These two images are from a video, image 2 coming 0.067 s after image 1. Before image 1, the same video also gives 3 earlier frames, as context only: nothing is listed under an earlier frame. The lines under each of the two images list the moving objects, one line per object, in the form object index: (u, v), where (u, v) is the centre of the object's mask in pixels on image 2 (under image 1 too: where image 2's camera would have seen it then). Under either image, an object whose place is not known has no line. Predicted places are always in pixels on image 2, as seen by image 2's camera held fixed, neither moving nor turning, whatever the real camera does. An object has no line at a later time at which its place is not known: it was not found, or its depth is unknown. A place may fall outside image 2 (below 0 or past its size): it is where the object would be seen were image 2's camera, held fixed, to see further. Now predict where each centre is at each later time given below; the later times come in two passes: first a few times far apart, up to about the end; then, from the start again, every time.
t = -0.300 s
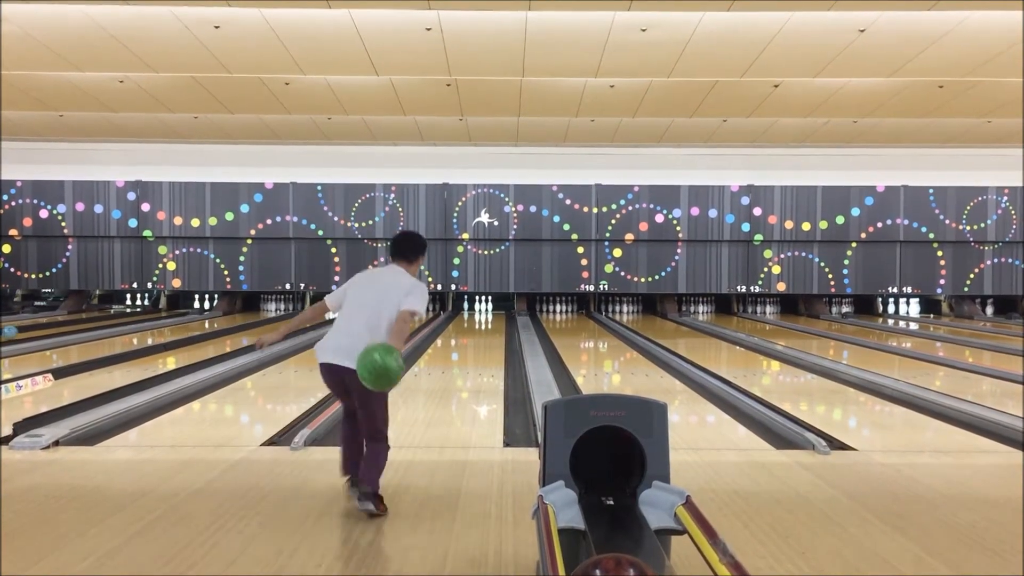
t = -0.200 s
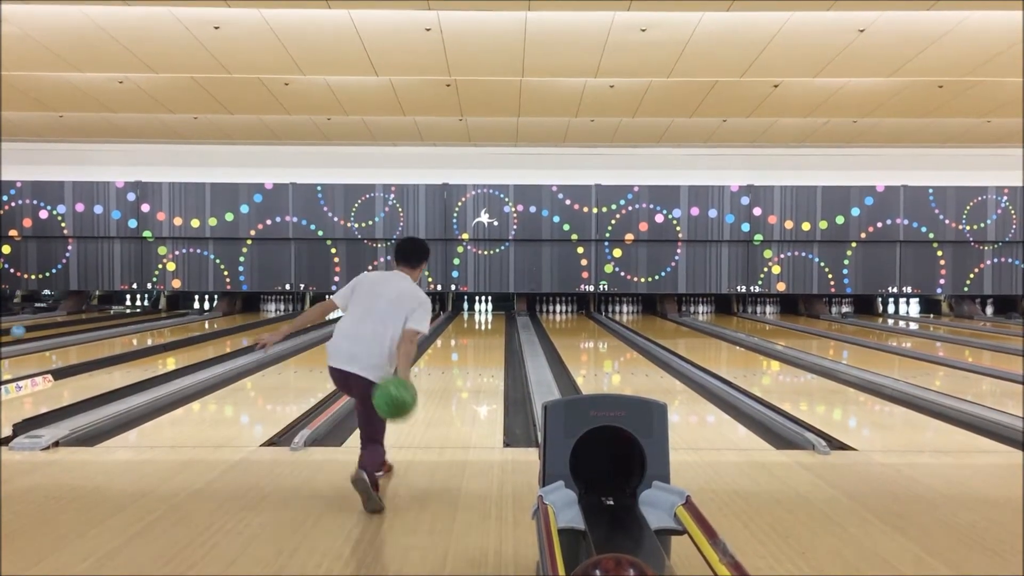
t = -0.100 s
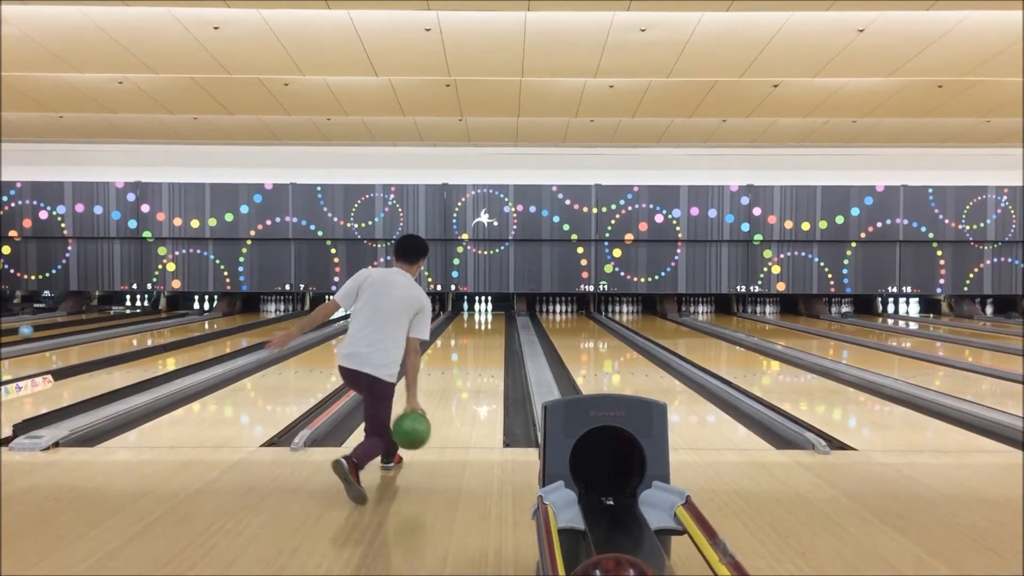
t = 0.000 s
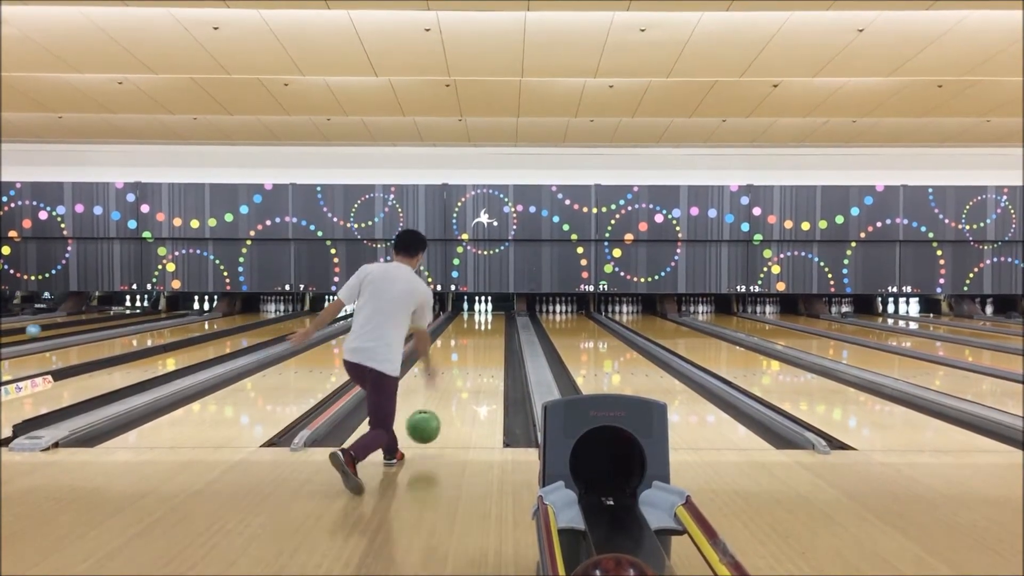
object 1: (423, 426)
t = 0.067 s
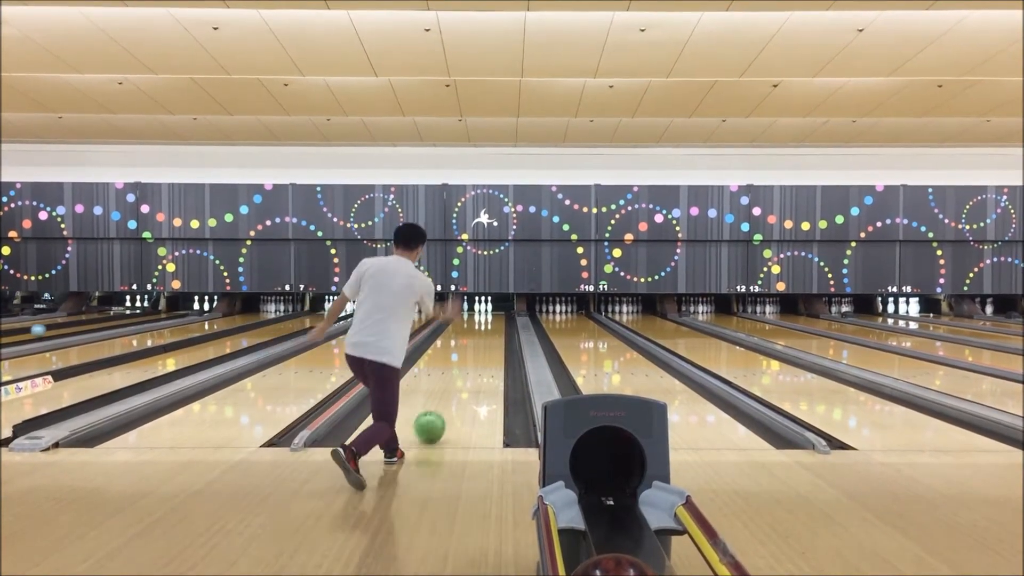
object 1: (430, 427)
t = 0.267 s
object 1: (443, 397)
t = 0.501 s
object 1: (455, 373)
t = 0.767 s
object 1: (463, 355)
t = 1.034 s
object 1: (469, 342)
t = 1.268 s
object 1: (473, 333)
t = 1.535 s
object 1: (476, 325)
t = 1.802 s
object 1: (478, 319)
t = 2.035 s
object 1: (480, 314)
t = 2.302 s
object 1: (482, 311)
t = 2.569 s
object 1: (483, 307)
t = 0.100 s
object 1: (432, 419)
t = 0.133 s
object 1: (435, 413)
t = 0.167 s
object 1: (437, 410)
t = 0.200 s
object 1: (439, 405)
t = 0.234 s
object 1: (442, 401)
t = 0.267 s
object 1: (443, 397)
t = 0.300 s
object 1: (445, 392)
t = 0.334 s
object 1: (447, 389)
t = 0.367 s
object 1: (448, 385)
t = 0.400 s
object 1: (450, 382)
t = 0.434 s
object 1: (452, 379)
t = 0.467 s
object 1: (454, 376)
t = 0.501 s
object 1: (455, 373)
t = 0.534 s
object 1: (456, 370)
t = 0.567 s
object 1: (457, 368)
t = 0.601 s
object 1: (458, 365)
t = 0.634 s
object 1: (459, 363)
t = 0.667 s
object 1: (460, 361)
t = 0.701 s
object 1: (461, 359)
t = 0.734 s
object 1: (462, 357)
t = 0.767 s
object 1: (463, 355)
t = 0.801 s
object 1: (464, 353)
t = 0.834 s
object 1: (465, 351)
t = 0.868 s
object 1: (466, 349)
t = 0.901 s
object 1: (466, 348)
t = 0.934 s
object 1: (467, 346)
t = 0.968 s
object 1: (468, 345)
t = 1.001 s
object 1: (468, 343)
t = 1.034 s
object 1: (469, 342)
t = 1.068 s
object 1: (470, 340)
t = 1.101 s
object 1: (470, 339)
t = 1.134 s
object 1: (471, 337)
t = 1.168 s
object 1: (472, 336)
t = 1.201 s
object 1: (472, 335)
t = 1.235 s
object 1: (473, 334)
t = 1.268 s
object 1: (473, 333)
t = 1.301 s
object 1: (474, 331)
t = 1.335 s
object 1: (474, 330)
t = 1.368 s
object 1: (475, 329)
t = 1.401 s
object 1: (475, 328)
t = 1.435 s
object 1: (475, 327)
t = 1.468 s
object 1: (475, 327)
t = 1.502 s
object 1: (476, 326)
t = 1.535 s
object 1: (476, 325)
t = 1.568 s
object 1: (476, 324)
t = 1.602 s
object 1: (476, 323)
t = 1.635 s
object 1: (476, 323)
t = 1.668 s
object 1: (477, 322)
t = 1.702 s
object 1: (477, 321)
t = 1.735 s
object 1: (478, 320)
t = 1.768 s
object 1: (478, 319)
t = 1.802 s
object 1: (478, 319)
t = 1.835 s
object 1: (479, 318)
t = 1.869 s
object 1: (479, 317)
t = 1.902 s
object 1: (479, 317)
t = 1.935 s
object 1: (479, 317)
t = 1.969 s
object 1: (479, 316)
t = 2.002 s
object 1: (480, 315)
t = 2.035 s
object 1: (480, 314)
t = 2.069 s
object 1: (481, 314)
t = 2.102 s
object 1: (481, 313)
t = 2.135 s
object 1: (481, 313)
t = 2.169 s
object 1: (481, 312)
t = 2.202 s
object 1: (482, 312)
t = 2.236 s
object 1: (482, 312)
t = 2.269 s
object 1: (482, 311)
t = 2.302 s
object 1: (482, 311)
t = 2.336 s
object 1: (482, 311)
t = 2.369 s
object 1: (483, 311)
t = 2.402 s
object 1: (483, 310)
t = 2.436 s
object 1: (483, 309)
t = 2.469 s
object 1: (483, 308)
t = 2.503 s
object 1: (483, 308)
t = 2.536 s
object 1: (484, 308)
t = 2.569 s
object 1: (483, 307)
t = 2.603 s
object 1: (483, 307)
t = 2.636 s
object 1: (482, 307)
